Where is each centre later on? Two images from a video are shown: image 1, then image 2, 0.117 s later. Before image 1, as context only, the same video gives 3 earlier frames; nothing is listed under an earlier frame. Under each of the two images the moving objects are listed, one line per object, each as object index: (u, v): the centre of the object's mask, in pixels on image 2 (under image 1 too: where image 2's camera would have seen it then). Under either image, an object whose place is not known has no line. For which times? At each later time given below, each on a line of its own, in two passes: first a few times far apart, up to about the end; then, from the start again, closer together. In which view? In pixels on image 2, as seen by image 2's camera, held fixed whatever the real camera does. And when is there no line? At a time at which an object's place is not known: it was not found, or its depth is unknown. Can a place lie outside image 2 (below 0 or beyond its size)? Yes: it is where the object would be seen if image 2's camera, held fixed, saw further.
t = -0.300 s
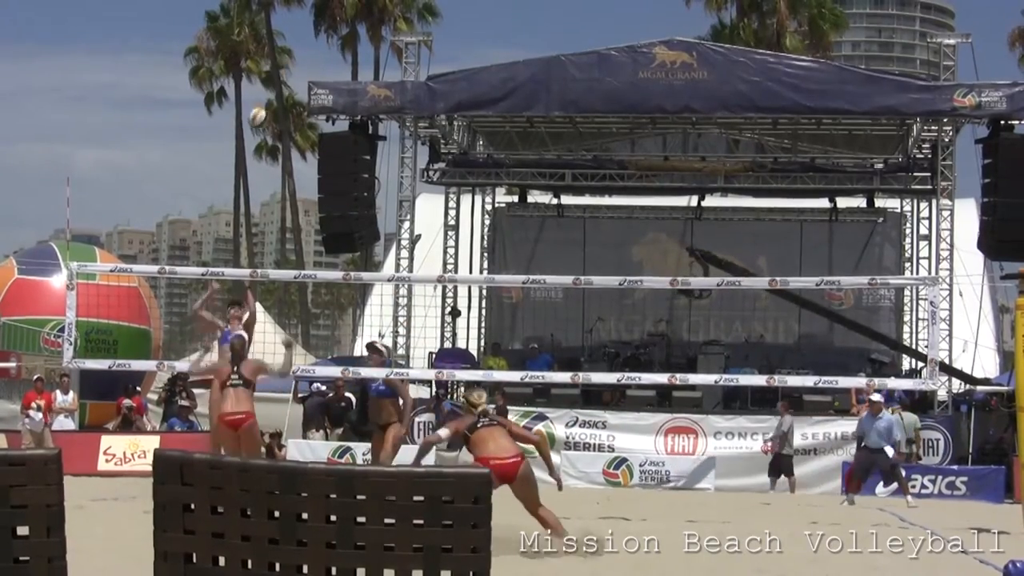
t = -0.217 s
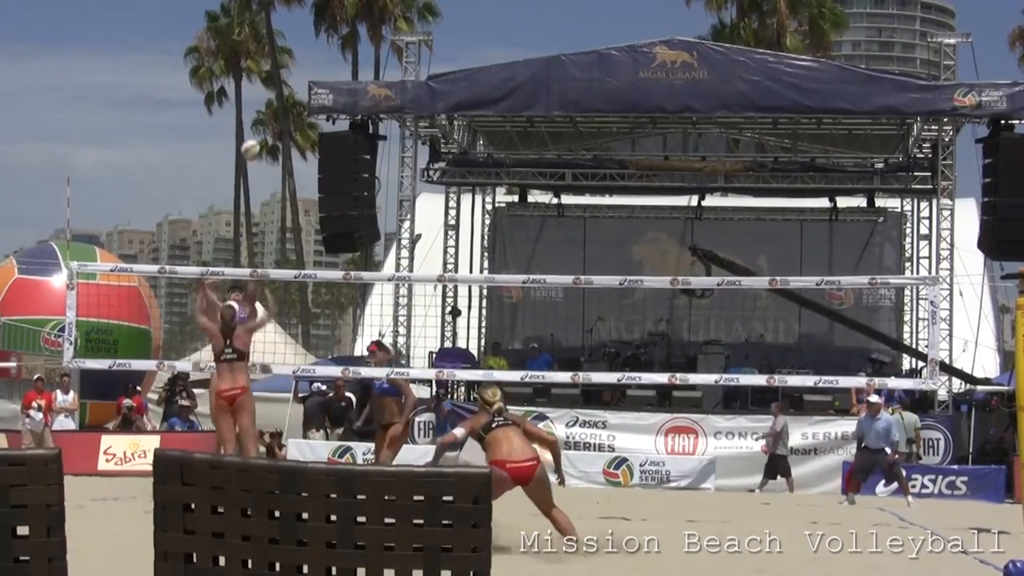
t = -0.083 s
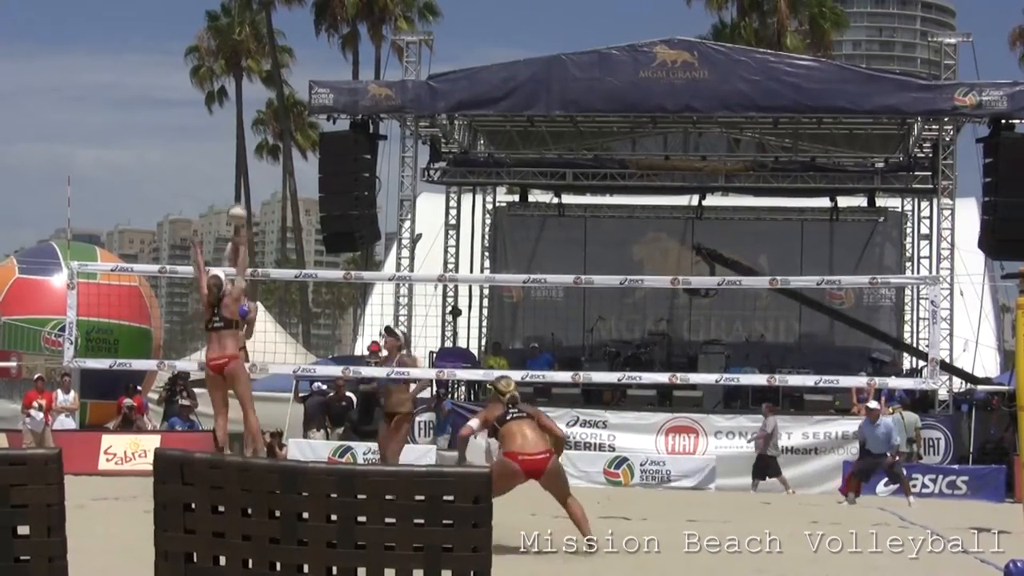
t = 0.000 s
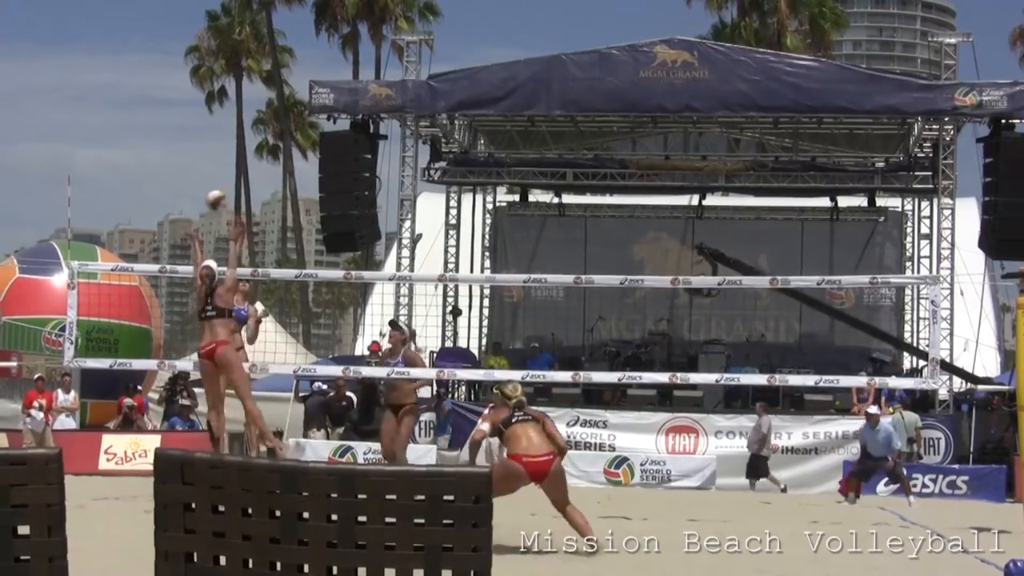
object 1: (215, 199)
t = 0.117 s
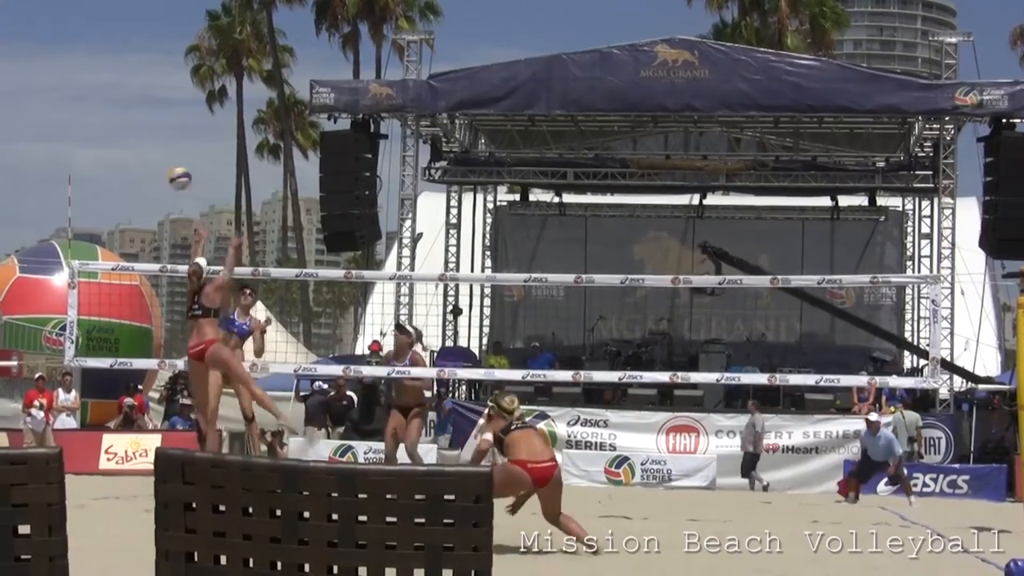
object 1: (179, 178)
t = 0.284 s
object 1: (119, 174)
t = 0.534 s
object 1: (8, 231)
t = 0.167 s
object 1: (163, 174)
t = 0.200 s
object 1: (151, 173)
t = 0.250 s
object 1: (132, 173)
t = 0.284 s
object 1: (119, 174)
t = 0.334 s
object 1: (99, 178)
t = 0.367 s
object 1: (85, 184)
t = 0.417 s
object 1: (61, 193)
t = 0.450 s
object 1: (45, 202)
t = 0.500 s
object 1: (22, 218)
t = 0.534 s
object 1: (8, 231)
